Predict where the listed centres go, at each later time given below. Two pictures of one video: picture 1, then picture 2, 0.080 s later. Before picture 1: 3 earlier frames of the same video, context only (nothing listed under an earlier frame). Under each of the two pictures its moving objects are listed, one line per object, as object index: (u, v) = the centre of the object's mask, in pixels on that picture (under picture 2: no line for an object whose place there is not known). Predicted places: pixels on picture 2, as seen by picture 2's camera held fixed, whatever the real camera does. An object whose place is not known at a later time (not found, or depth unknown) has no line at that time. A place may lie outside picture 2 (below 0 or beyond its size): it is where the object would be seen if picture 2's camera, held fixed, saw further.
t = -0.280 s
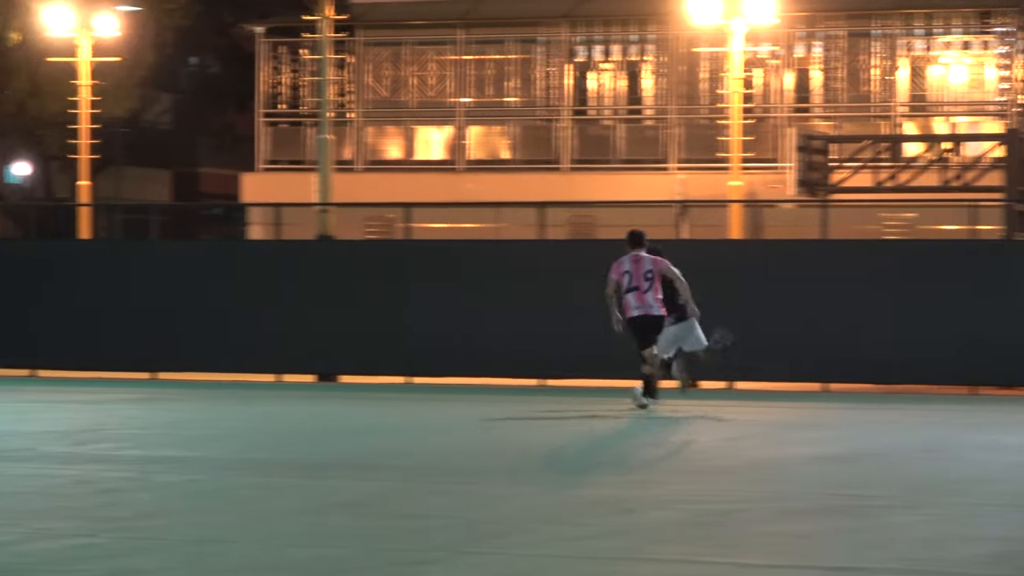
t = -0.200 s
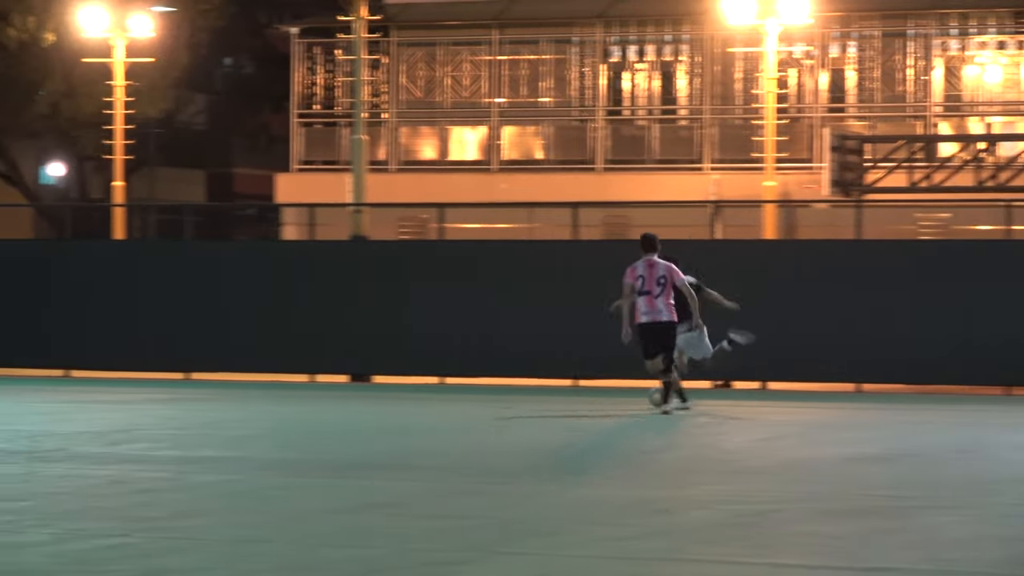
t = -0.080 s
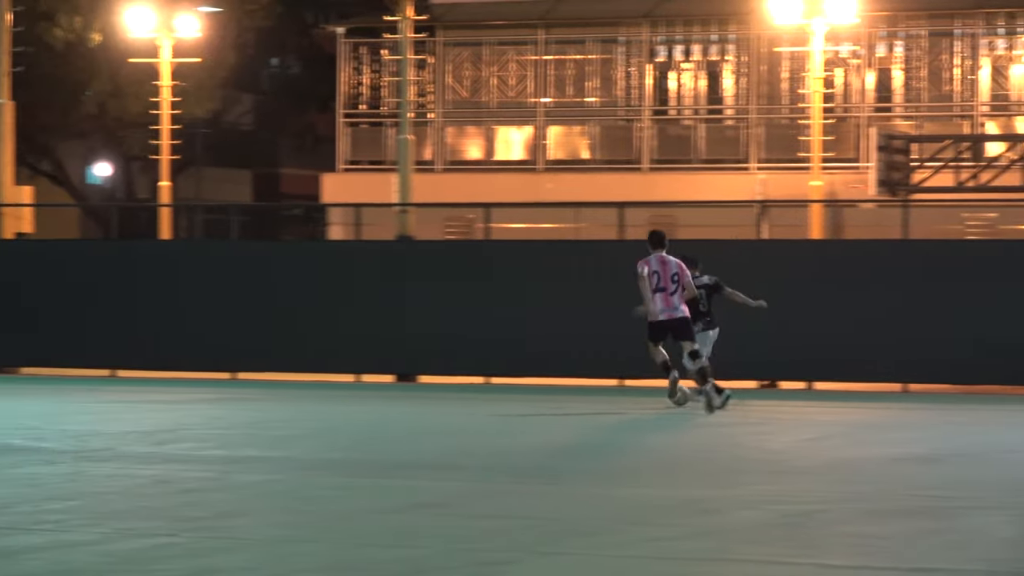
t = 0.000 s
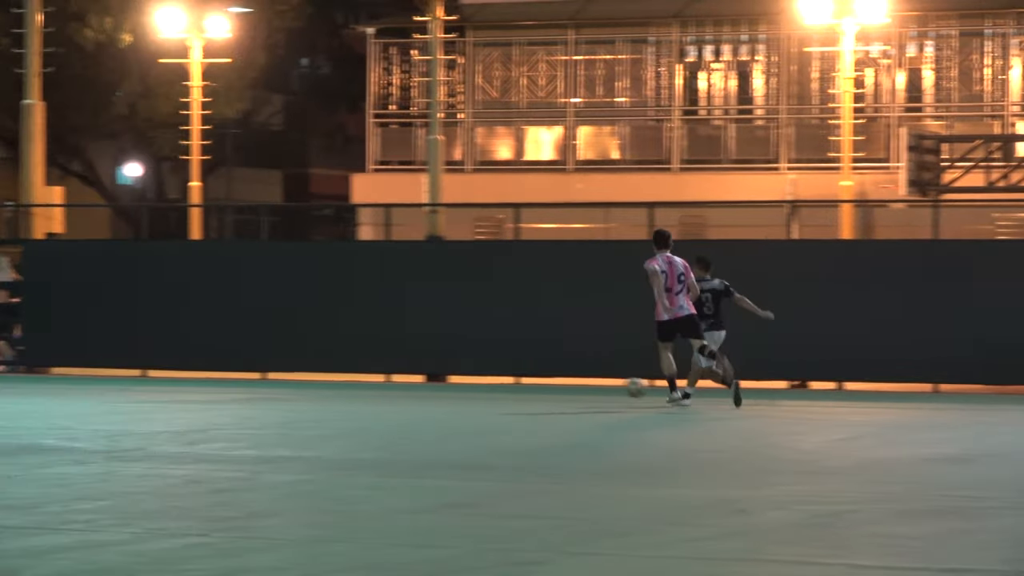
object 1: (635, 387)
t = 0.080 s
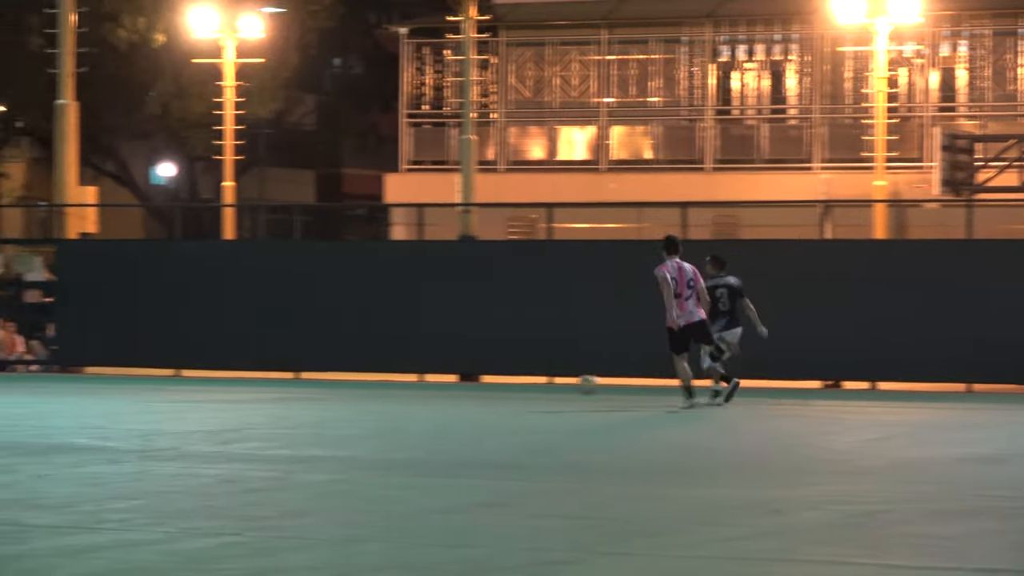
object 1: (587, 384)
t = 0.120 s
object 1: (552, 386)
